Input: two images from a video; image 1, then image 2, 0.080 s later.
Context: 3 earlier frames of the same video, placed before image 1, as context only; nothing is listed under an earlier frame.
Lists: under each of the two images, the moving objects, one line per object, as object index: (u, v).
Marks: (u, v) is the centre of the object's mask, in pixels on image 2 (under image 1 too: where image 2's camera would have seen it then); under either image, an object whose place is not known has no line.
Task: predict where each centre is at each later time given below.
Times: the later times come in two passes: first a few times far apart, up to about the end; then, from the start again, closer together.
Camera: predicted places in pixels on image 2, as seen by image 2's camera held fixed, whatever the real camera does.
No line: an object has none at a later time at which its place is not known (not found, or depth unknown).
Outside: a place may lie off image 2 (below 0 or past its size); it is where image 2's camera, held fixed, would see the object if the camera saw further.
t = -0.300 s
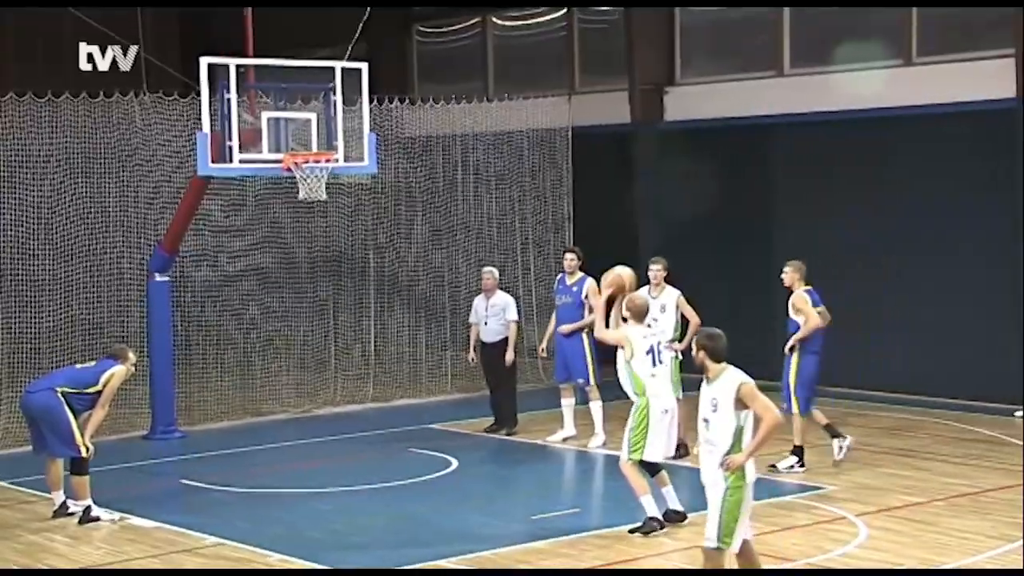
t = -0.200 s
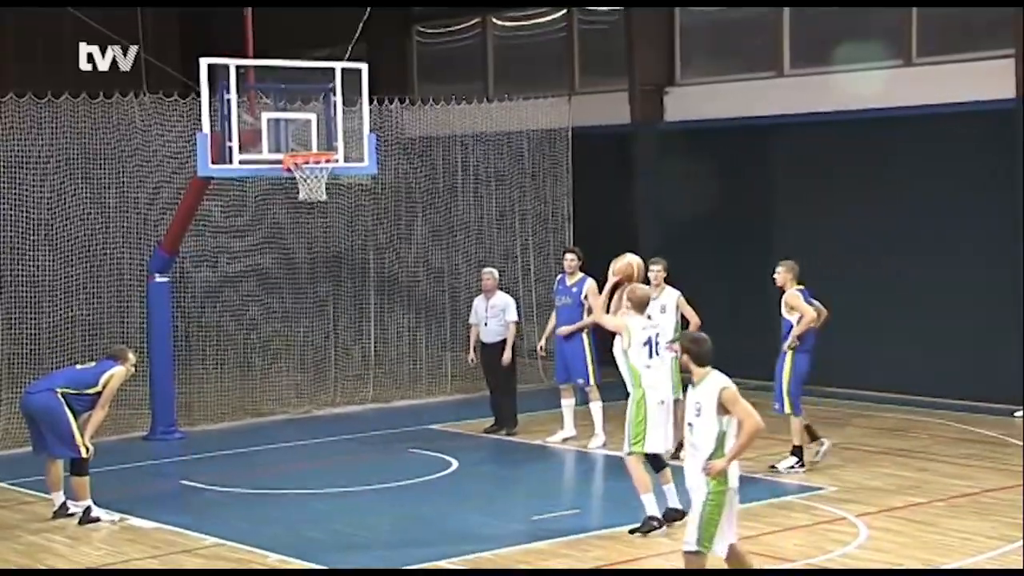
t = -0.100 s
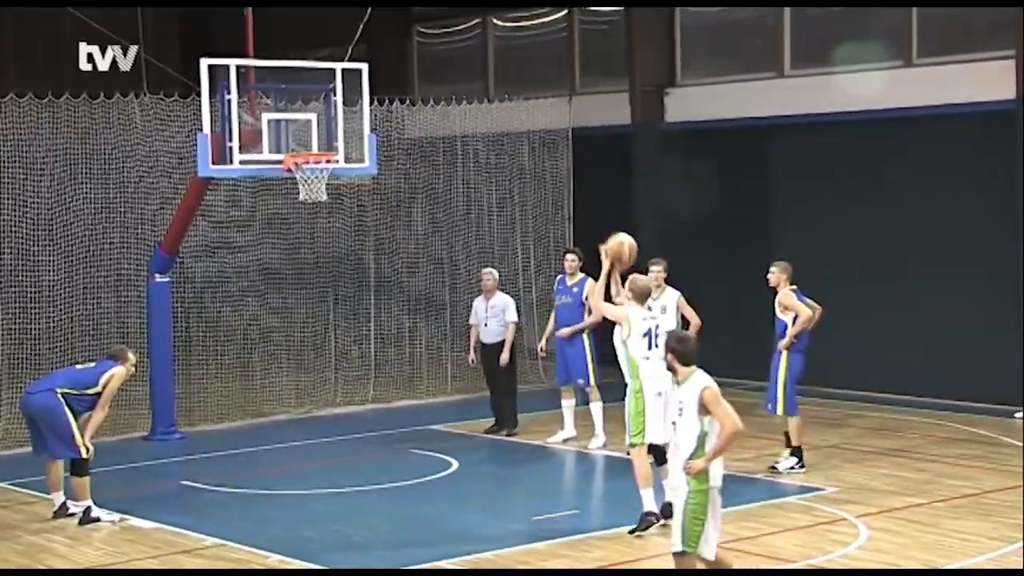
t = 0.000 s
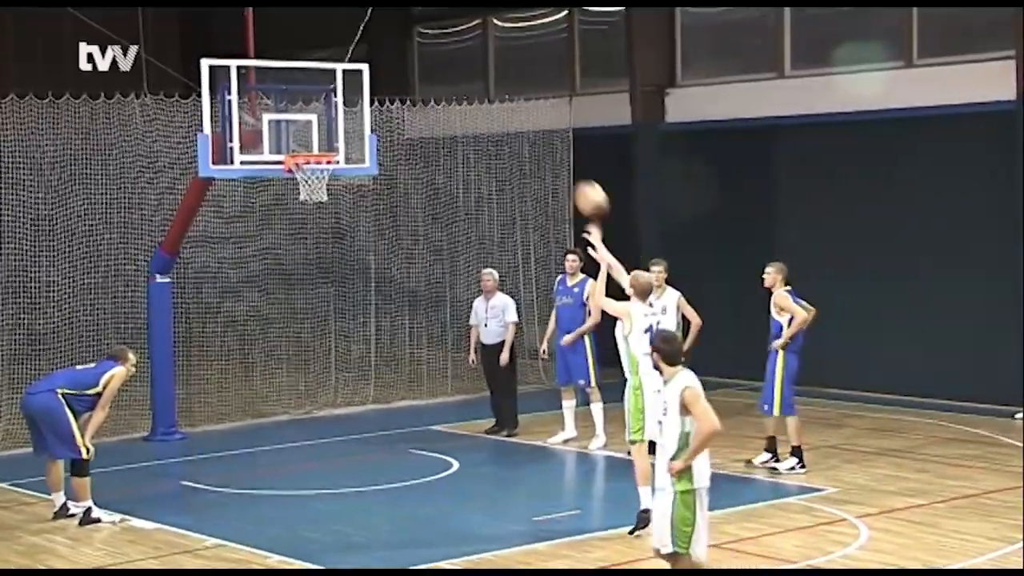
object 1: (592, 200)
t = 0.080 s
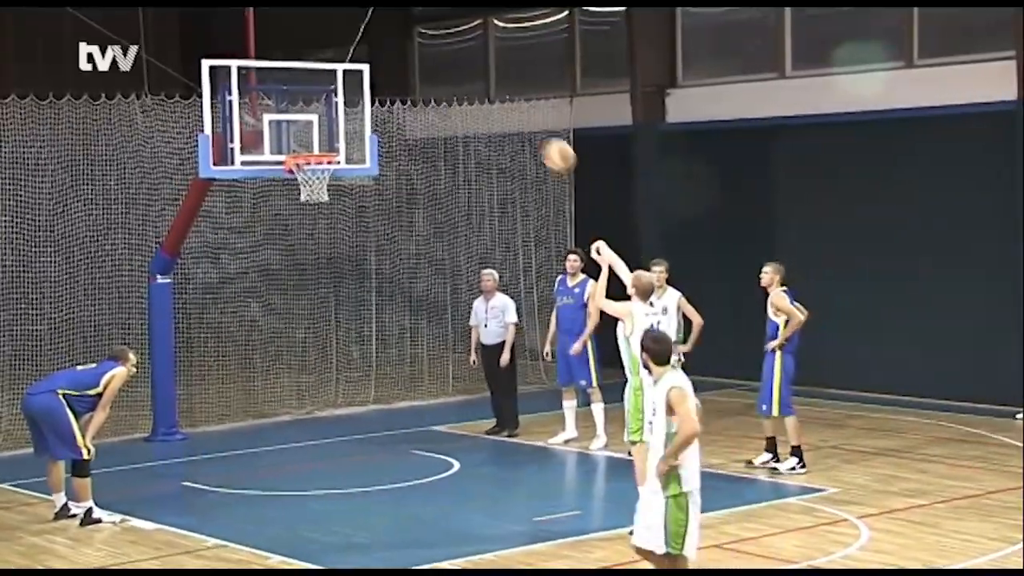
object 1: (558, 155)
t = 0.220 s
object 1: (504, 100)
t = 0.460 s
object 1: (423, 69)
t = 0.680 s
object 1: (359, 94)
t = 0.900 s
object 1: (308, 164)
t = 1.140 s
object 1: (324, 278)
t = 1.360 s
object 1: (340, 431)
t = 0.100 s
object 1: (550, 146)
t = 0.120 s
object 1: (542, 137)
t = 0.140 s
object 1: (534, 129)
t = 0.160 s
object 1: (526, 121)
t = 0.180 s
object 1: (517, 113)
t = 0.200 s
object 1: (512, 107)
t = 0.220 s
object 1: (504, 100)
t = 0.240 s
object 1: (497, 95)
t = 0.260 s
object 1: (490, 90)
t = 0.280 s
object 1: (483, 87)
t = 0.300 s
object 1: (476, 83)
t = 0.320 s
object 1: (469, 80)
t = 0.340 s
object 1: (462, 76)
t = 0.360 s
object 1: (455, 74)
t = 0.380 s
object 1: (449, 72)
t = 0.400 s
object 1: (442, 70)
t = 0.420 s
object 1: (436, 69)
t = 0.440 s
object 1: (430, 69)
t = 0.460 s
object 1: (423, 69)
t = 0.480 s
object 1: (417, 69)
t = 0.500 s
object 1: (411, 70)
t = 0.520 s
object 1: (405, 71)
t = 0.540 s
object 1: (399, 72)
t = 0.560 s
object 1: (393, 74)
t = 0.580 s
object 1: (388, 76)
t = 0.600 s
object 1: (383, 79)
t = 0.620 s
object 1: (377, 81)
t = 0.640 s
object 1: (371, 86)
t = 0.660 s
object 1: (365, 89)
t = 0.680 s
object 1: (359, 94)
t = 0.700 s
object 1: (354, 100)
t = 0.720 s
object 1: (350, 103)
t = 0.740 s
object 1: (344, 109)
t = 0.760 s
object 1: (340, 115)
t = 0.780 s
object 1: (333, 121)
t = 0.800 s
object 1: (330, 127)
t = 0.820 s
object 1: (325, 136)
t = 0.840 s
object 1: (321, 141)
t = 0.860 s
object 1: (314, 146)
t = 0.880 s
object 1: (308, 156)
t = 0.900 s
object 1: (308, 164)
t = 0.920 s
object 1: (310, 170)
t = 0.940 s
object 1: (310, 177)
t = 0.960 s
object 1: (312, 189)
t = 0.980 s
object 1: (313, 194)
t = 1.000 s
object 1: (315, 205)
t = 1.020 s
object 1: (316, 215)
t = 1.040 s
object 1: (317, 225)
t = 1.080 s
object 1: (319, 243)
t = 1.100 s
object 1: (320, 255)
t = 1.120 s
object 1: (323, 267)
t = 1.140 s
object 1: (324, 278)
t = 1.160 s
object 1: (325, 287)
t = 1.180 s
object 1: (326, 300)
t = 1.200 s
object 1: (328, 313)
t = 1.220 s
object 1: (329, 326)
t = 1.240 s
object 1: (329, 339)
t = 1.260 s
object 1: (331, 355)
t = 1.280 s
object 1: (332, 368)
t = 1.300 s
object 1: (336, 384)
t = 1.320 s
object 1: (337, 398)
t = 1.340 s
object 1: (338, 414)
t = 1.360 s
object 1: (340, 431)
